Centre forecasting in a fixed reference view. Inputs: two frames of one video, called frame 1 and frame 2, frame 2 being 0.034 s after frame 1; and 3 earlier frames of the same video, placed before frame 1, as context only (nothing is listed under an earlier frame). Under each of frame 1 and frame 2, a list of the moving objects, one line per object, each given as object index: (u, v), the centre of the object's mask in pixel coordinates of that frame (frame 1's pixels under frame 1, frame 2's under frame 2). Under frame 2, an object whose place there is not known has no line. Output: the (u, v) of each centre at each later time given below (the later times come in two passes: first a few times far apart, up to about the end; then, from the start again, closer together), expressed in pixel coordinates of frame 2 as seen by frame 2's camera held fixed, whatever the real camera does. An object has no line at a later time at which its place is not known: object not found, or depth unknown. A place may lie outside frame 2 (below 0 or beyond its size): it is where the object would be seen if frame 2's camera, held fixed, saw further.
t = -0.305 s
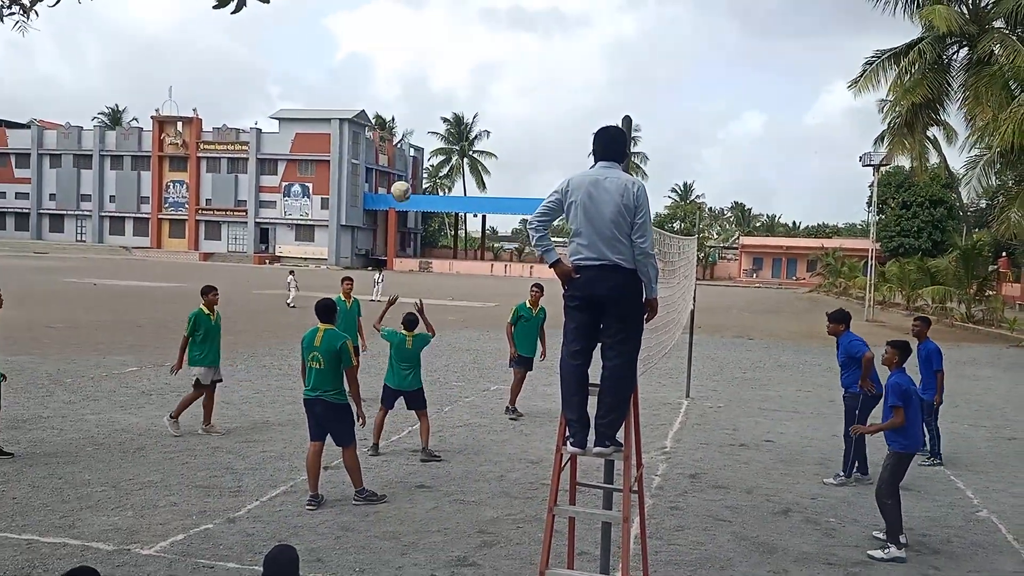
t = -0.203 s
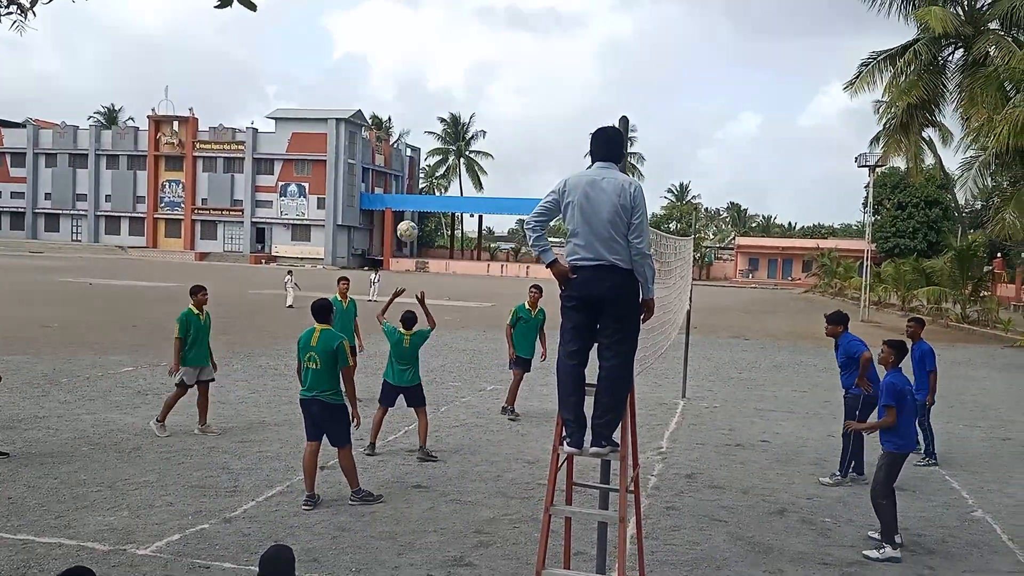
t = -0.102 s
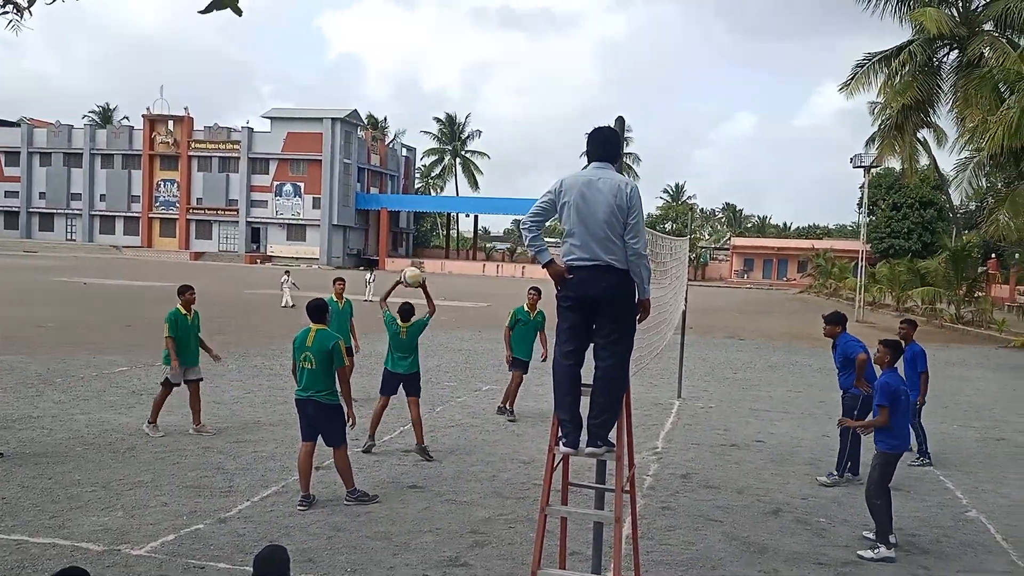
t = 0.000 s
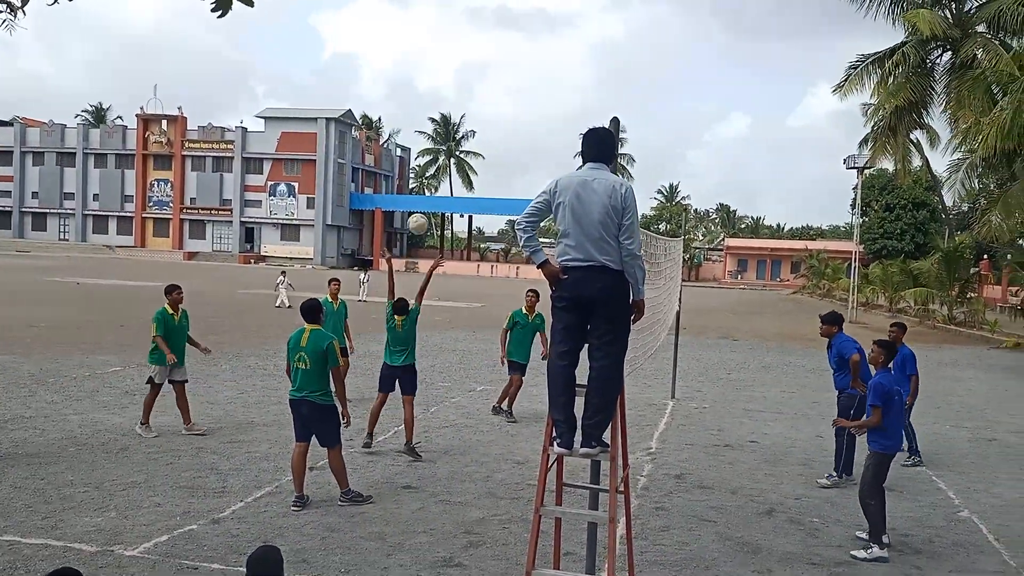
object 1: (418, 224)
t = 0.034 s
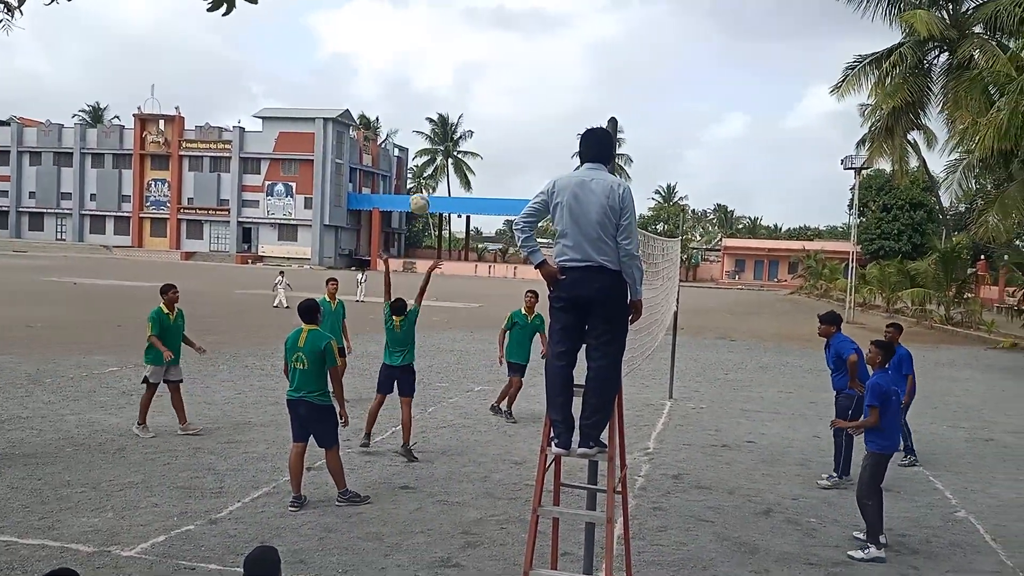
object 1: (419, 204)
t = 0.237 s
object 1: (441, 103)
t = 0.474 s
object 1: (463, 33)
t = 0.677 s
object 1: (479, 17)
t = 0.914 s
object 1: (496, 52)
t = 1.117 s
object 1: (508, 124)
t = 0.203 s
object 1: (438, 117)
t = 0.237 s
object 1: (441, 103)
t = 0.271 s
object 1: (444, 90)
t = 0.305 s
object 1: (447, 78)
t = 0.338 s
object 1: (450, 66)
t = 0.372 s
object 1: (453, 57)
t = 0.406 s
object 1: (456, 48)
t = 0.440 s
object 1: (460, 40)
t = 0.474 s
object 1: (463, 33)
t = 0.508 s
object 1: (466, 27)
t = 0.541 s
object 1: (468, 23)
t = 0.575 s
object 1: (471, 20)
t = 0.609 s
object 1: (474, 18)
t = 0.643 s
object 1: (477, 17)
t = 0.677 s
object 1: (479, 17)
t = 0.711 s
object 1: (482, 19)
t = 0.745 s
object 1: (484, 21)
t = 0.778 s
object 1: (487, 25)
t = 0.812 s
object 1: (489, 30)
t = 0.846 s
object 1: (492, 36)
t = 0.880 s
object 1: (494, 43)
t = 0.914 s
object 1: (496, 52)
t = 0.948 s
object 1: (498, 61)
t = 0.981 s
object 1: (501, 71)
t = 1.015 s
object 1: (503, 83)
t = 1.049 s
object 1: (505, 96)
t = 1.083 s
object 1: (506, 109)
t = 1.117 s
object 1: (508, 124)
